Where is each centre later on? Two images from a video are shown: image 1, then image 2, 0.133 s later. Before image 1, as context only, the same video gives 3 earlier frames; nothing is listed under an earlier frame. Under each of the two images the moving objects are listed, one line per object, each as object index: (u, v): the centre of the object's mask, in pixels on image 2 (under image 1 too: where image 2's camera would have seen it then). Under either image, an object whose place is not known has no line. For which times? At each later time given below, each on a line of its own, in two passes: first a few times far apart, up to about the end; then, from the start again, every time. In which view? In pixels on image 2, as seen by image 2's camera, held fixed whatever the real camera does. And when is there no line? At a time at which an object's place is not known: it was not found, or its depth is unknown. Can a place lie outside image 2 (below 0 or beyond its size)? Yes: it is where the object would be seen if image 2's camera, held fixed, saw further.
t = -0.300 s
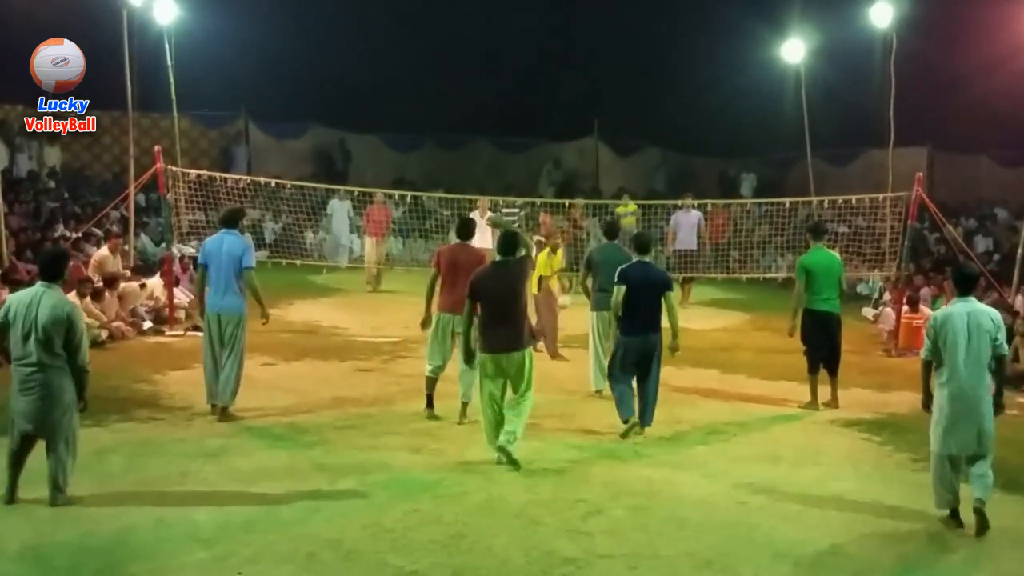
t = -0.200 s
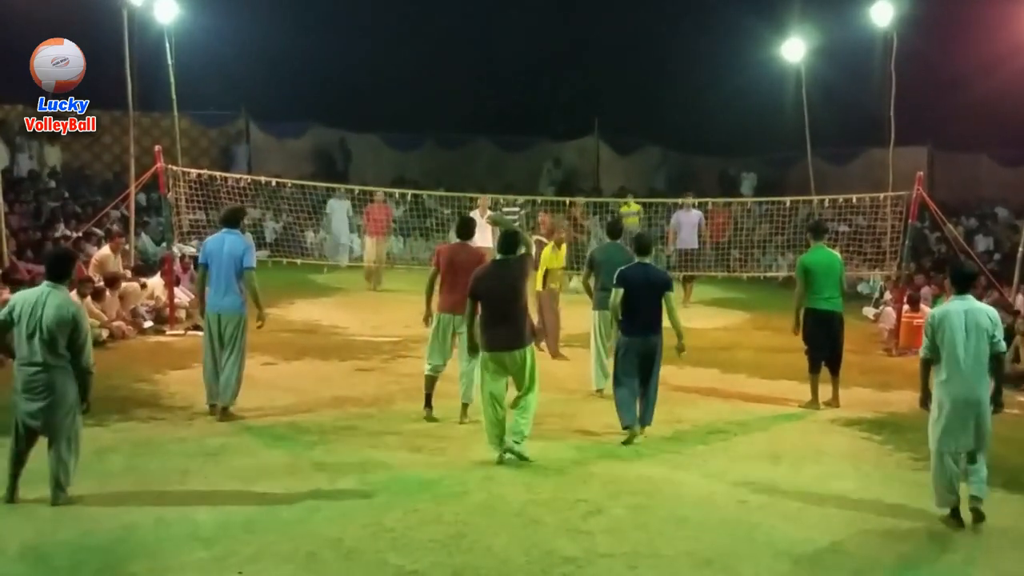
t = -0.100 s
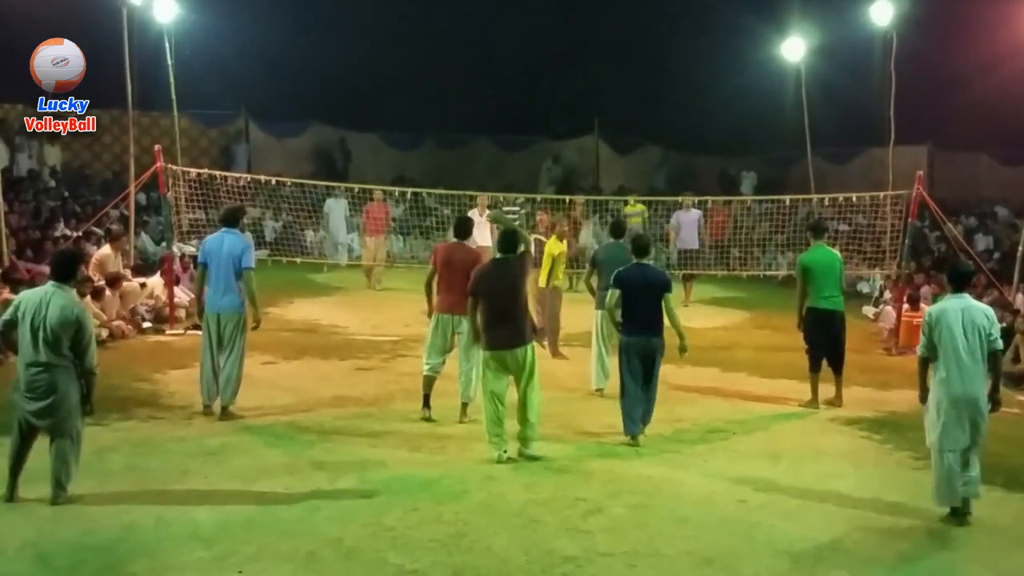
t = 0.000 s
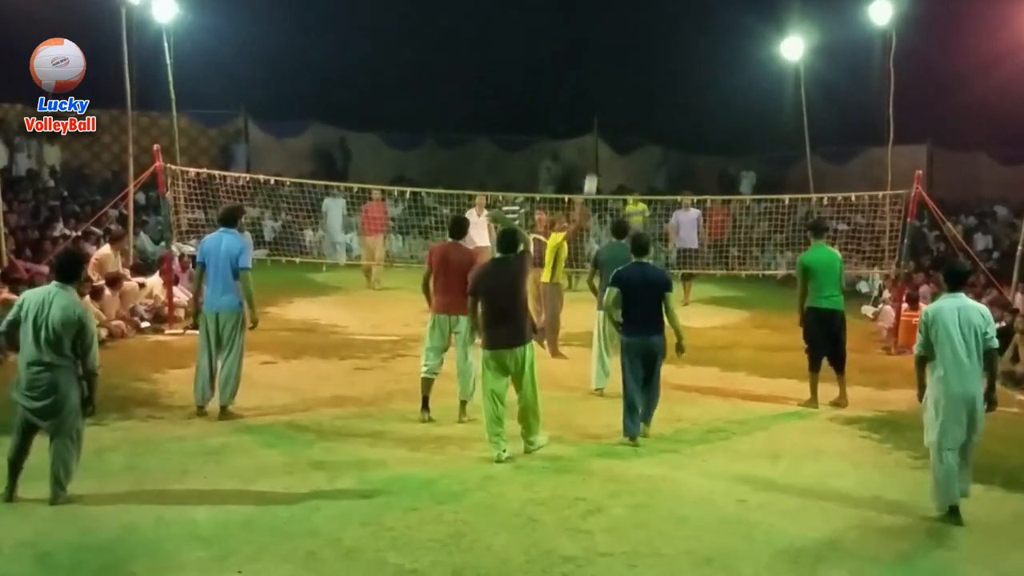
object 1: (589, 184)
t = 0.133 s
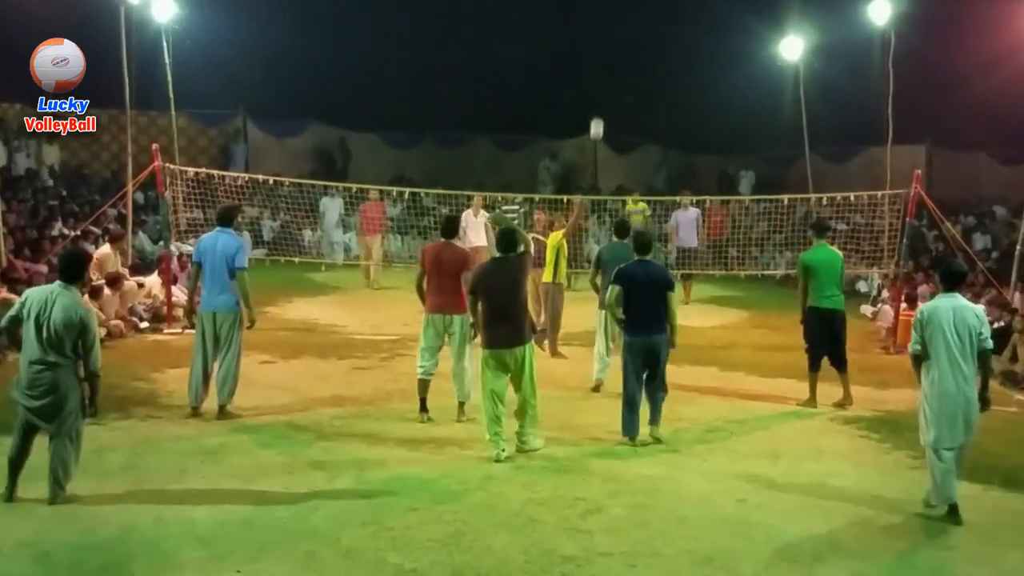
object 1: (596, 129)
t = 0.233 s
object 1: (602, 96)
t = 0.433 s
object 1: (612, 56)
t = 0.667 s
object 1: (622, 56)
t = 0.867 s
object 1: (629, 95)
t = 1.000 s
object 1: (633, 142)
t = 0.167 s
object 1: (598, 117)
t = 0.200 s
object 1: (600, 106)
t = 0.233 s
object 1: (602, 96)
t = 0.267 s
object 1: (603, 87)
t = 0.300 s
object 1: (605, 79)
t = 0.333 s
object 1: (607, 72)
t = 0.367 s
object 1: (608, 66)
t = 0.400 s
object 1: (610, 61)
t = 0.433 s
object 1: (612, 56)
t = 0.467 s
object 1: (613, 53)
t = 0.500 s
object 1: (615, 51)
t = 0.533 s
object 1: (616, 50)
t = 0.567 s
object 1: (617, 50)
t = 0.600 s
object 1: (619, 51)
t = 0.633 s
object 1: (620, 52)
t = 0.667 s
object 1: (622, 56)
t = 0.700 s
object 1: (623, 59)
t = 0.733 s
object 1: (625, 64)
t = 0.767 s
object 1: (626, 70)
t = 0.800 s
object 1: (627, 77)
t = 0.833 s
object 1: (628, 85)
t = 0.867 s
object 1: (629, 95)
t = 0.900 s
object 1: (630, 105)
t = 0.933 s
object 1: (632, 116)
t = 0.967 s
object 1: (633, 129)
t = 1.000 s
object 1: (633, 142)
